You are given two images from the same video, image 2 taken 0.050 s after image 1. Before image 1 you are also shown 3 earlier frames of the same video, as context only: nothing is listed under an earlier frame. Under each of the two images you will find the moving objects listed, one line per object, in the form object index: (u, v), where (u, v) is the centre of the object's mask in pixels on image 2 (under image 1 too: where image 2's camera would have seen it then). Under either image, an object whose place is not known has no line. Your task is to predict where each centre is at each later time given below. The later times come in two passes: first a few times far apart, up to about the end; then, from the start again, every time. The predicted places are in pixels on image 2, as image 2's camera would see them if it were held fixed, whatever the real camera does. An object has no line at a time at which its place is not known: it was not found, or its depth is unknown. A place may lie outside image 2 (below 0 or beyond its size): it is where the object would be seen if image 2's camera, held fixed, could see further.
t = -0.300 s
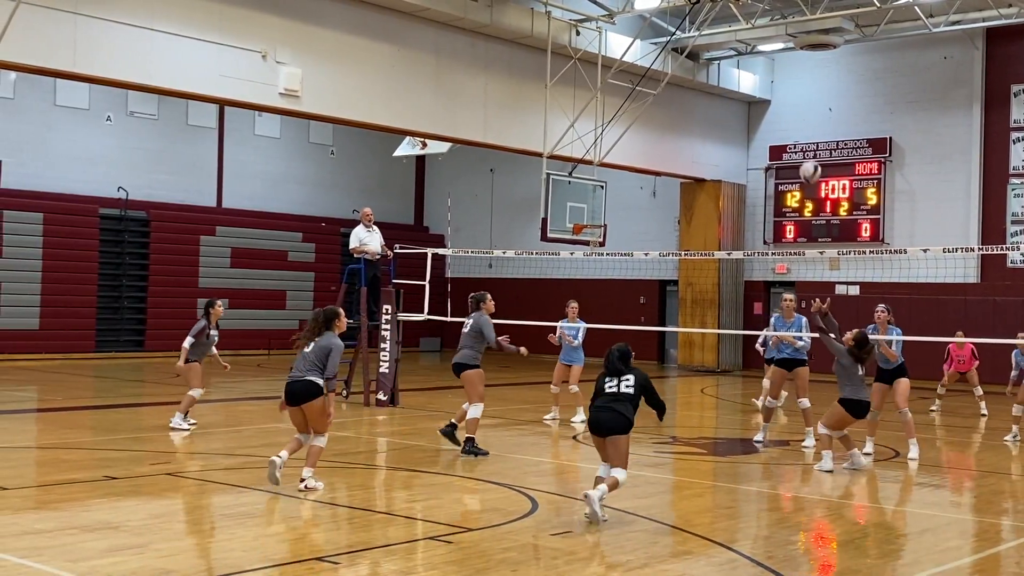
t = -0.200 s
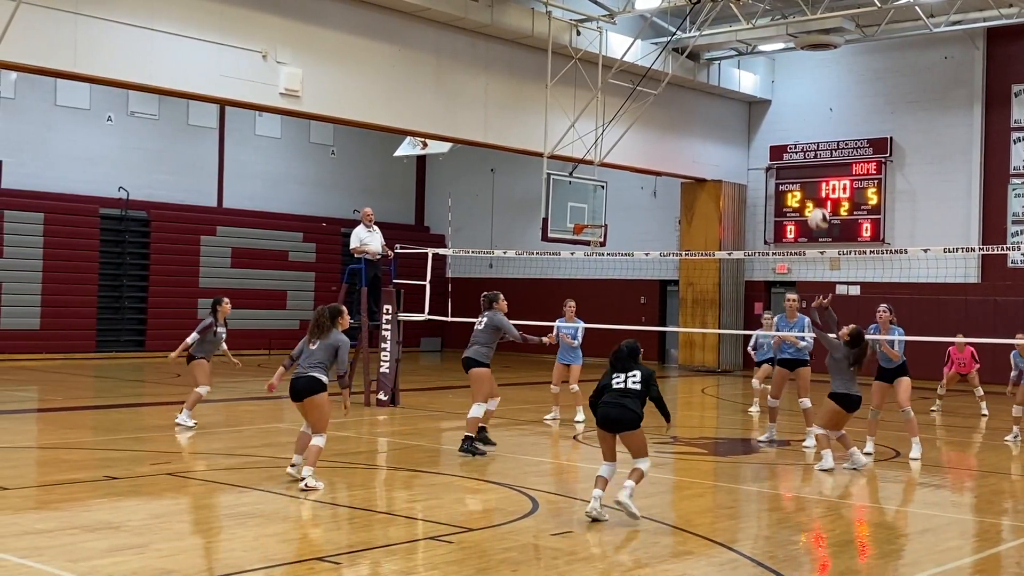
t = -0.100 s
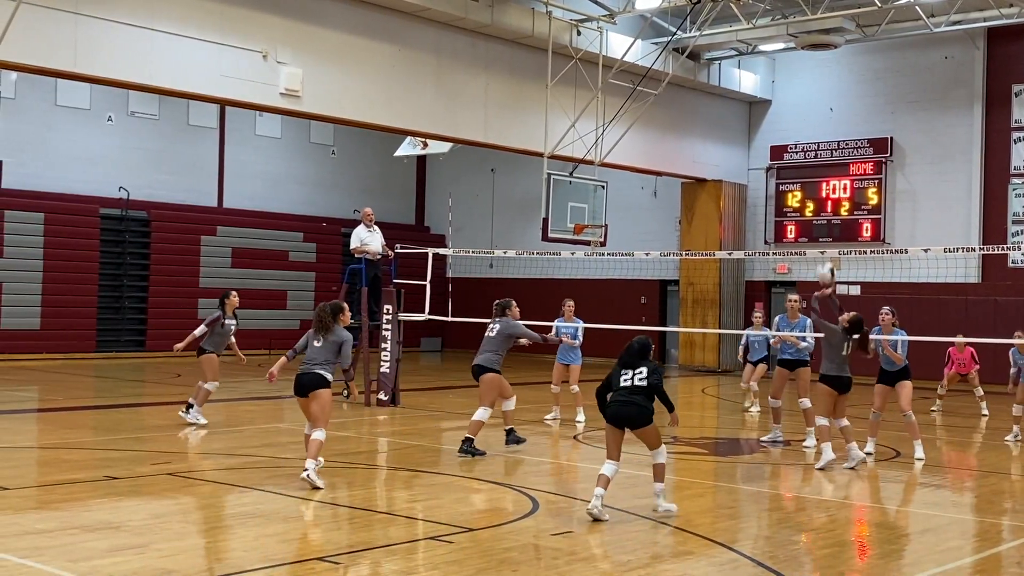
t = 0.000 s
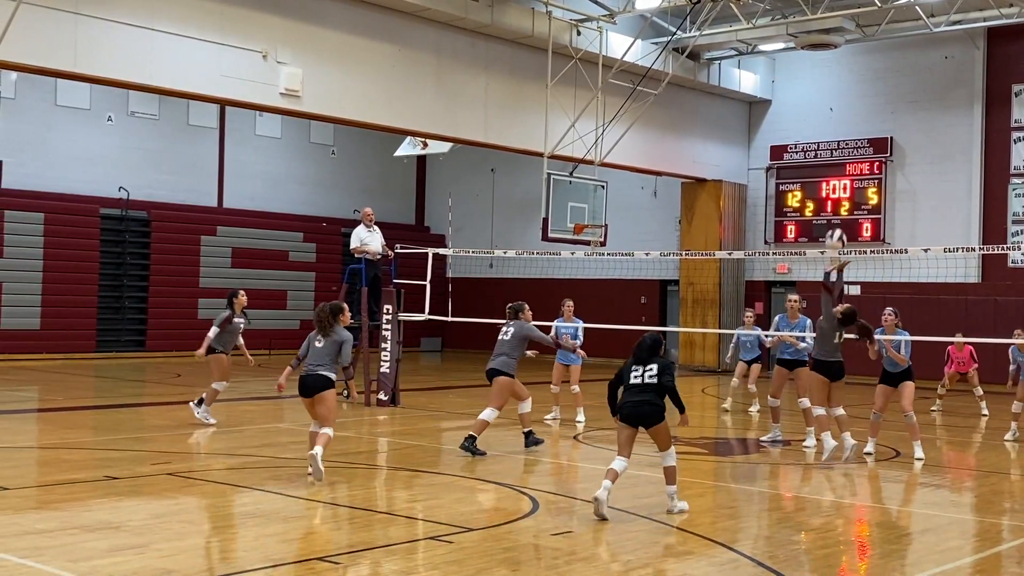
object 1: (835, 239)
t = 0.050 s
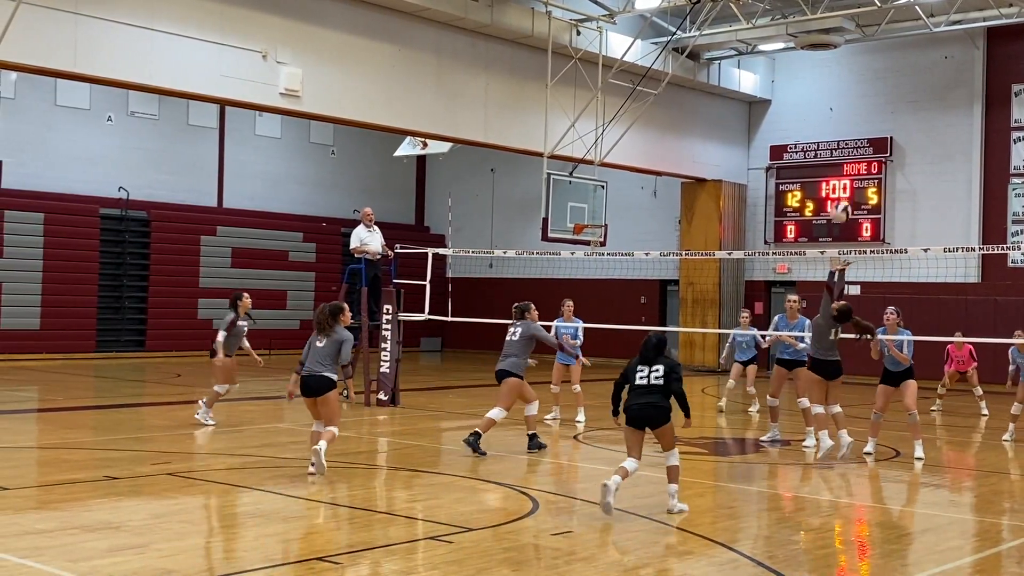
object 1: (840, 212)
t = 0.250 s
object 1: (861, 120)
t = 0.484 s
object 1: (883, 66)
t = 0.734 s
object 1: (904, 68)
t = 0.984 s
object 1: (925, 132)
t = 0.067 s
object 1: (842, 204)
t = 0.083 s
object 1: (844, 193)
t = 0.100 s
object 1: (846, 184)
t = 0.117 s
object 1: (847, 176)
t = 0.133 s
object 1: (848, 168)
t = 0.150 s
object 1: (850, 160)
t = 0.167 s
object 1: (852, 152)
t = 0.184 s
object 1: (854, 146)
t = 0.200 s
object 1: (856, 139)
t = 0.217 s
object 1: (857, 132)
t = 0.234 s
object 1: (859, 126)
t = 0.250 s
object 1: (861, 120)
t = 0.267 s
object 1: (862, 114)
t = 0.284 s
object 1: (864, 109)
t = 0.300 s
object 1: (865, 104)
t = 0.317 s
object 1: (867, 99)
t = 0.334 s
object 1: (869, 95)
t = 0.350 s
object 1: (870, 91)
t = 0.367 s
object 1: (872, 87)
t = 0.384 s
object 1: (873, 83)
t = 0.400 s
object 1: (875, 79)
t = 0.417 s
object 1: (877, 76)
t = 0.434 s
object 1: (878, 73)
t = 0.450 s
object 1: (879, 70)
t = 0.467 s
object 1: (881, 68)
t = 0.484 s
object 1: (883, 66)
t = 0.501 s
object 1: (884, 64)
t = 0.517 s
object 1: (886, 63)
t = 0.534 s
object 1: (887, 61)
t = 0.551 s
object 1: (888, 60)
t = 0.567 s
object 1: (890, 60)
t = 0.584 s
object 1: (892, 59)
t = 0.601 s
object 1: (893, 59)
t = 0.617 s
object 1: (894, 59)
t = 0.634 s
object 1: (896, 60)
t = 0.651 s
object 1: (897, 60)
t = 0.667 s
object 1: (899, 61)
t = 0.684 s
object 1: (900, 62)
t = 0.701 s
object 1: (901, 64)
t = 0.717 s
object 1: (903, 65)
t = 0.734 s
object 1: (904, 68)
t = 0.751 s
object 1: (906, 70)
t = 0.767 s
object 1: (907, 72)
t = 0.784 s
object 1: (908, 75)
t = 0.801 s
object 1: (910, 78)
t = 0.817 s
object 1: (911, 82)
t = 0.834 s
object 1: (913, 86)
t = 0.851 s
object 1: (914, 90)
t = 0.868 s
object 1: (915, 94)
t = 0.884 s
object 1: (917, 98)
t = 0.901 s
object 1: (918, 103)
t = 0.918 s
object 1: (920, 109)
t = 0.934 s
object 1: (921, 114)
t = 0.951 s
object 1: (922, 120)
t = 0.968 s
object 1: (923, 125)
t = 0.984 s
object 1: (925, 132)
